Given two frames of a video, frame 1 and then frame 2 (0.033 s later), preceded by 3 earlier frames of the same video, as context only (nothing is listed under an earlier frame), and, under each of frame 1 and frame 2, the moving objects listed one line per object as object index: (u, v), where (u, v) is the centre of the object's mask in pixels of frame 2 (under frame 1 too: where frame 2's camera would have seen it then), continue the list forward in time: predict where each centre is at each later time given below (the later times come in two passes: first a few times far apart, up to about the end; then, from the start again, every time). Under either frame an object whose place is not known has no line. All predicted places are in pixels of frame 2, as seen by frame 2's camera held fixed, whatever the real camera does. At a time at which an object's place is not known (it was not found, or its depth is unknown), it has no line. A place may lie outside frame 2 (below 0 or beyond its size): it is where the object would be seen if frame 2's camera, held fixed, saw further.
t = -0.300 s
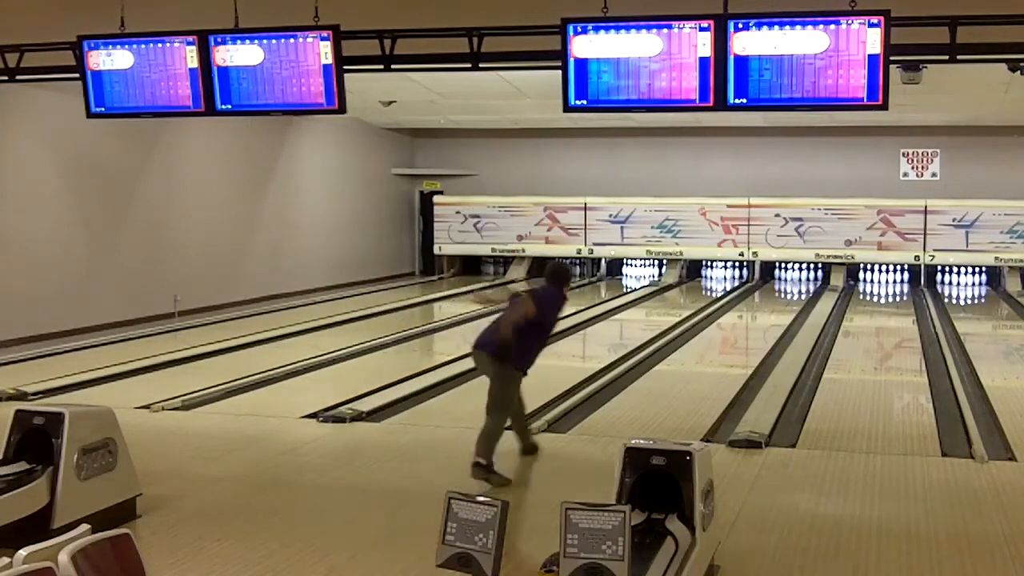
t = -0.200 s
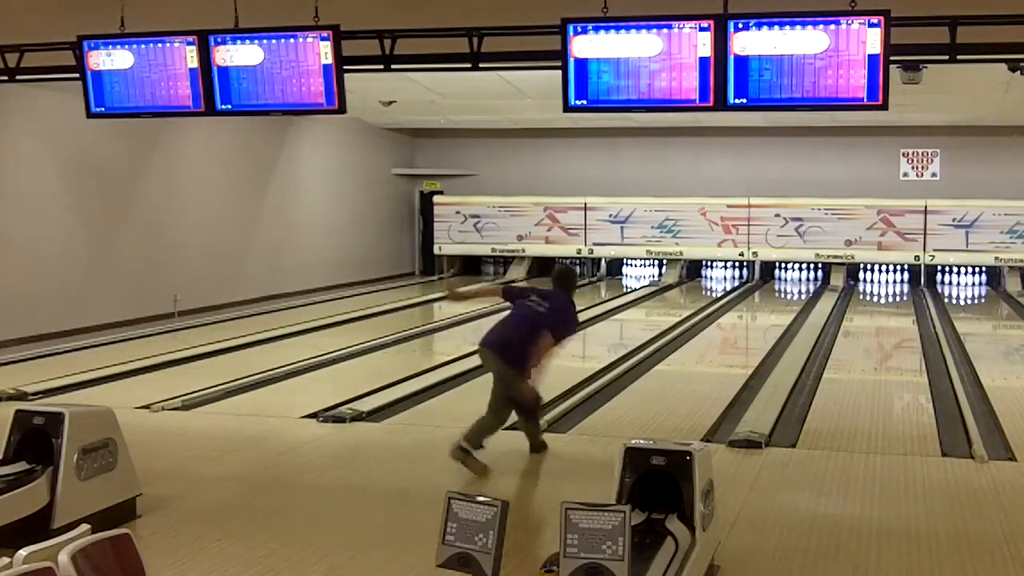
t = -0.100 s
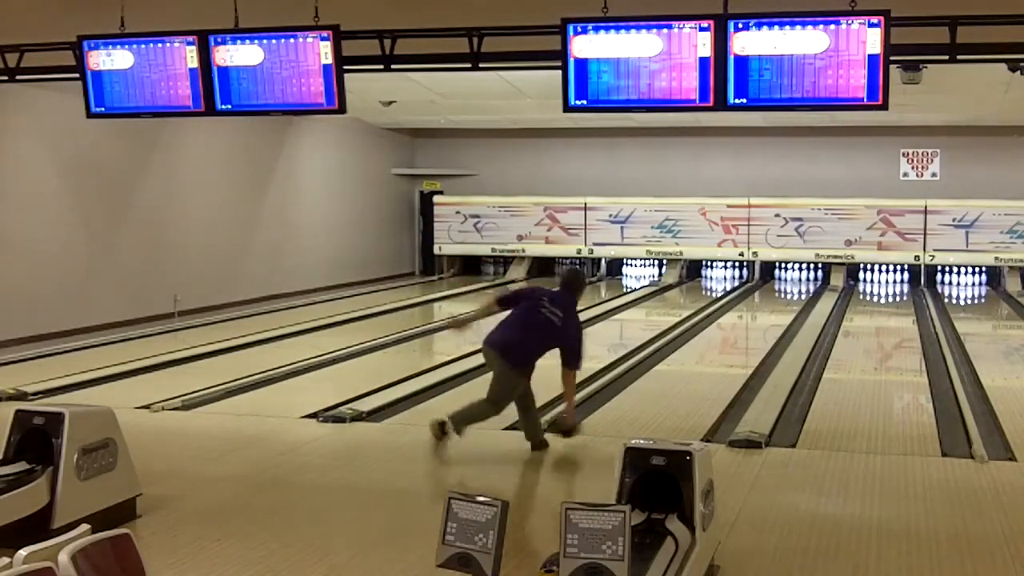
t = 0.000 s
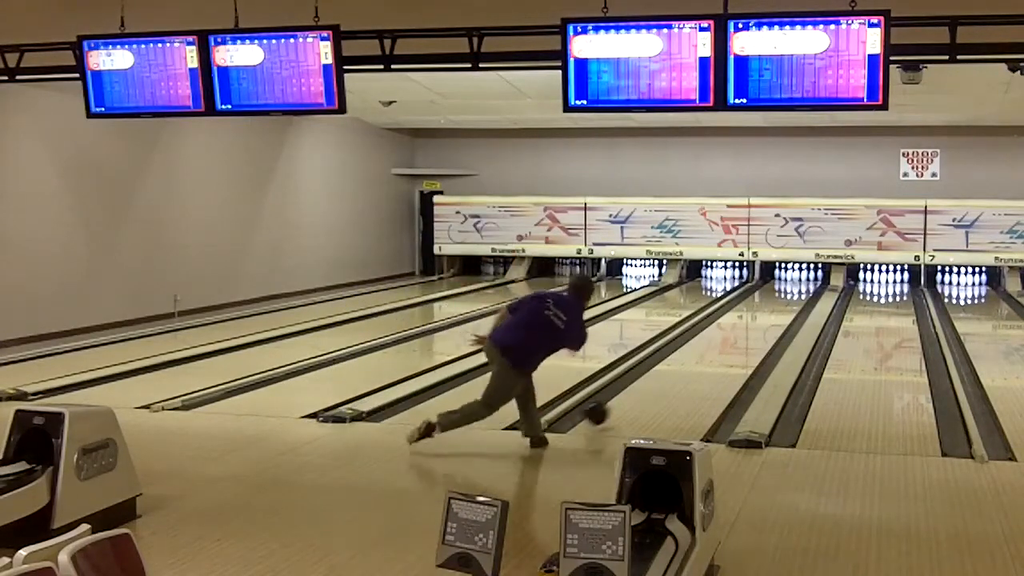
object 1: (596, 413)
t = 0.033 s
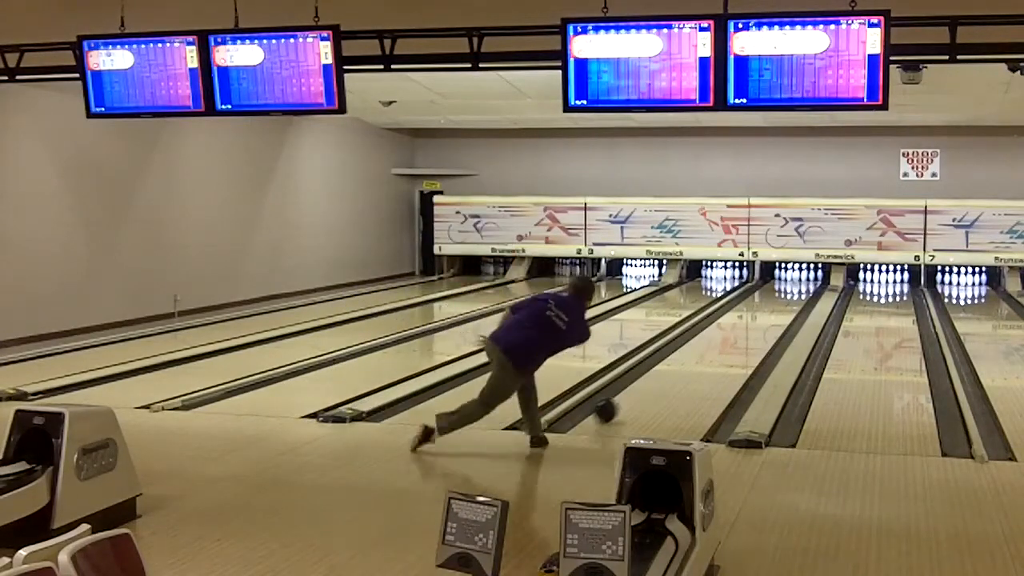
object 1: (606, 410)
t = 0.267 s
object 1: (656, 379)
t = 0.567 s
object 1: (703, 350)
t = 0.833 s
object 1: (732, 331)
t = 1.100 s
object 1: (755, 316)
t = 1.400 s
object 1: (776, 304)
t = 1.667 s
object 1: (788, 294)
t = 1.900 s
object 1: (794, 288)
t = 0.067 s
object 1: (613, 406)
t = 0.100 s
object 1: (621, 401)
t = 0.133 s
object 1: (629, 396)
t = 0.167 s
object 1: (636, 392)
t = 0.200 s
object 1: (643, 387)
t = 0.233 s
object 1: (650, 383)
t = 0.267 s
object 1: (656, 379)
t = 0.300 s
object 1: (662, 375)
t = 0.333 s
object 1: (668, 371)
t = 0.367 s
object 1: (673, 368)
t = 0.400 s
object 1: (679, 365)
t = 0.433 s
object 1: (684, 362)
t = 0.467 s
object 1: (689, 359)
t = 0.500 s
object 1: (693, 356)
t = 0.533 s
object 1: (698, 353)
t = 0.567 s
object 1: (703, 350)
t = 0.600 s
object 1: (707, 348)
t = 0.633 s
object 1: (711, 345)
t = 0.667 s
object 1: (715, 343)
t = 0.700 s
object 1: (719, 340)
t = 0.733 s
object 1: (723, 338)
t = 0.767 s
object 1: (726, 336)
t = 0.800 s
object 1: (729, 334)
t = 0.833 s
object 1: (732, 331)
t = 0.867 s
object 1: (736, 329)
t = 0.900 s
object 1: (739, 327)
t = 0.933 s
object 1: (743, 324)
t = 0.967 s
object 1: (746, 322)
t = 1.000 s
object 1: (748, 320)
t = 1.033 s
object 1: (750, 318)
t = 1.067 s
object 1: (752, 317)
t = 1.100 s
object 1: (755, 316)
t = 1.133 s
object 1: (758, 314)
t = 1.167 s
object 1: (761, 313)
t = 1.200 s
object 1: (763, 311)
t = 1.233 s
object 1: (765, 310)
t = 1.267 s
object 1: (767, 309)
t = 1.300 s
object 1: (769, 308)
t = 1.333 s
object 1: (771, 306)
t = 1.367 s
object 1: (774, 305)
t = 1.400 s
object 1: (776, 304)
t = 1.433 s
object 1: (777, 302)
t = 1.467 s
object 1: (779, 301)
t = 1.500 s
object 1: (781, 300)
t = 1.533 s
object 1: (782, 299)
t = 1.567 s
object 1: (784, 298)
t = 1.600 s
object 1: (785, 297)
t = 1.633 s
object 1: (787, 296)
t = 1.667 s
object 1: (788, 294)
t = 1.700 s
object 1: (789, 293)
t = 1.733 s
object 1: (790, 292)
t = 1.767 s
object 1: (791, 291)
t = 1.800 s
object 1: (793, 290)
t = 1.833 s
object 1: (793, 289)
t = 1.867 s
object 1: (794, 288)
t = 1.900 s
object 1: (794, 288)
